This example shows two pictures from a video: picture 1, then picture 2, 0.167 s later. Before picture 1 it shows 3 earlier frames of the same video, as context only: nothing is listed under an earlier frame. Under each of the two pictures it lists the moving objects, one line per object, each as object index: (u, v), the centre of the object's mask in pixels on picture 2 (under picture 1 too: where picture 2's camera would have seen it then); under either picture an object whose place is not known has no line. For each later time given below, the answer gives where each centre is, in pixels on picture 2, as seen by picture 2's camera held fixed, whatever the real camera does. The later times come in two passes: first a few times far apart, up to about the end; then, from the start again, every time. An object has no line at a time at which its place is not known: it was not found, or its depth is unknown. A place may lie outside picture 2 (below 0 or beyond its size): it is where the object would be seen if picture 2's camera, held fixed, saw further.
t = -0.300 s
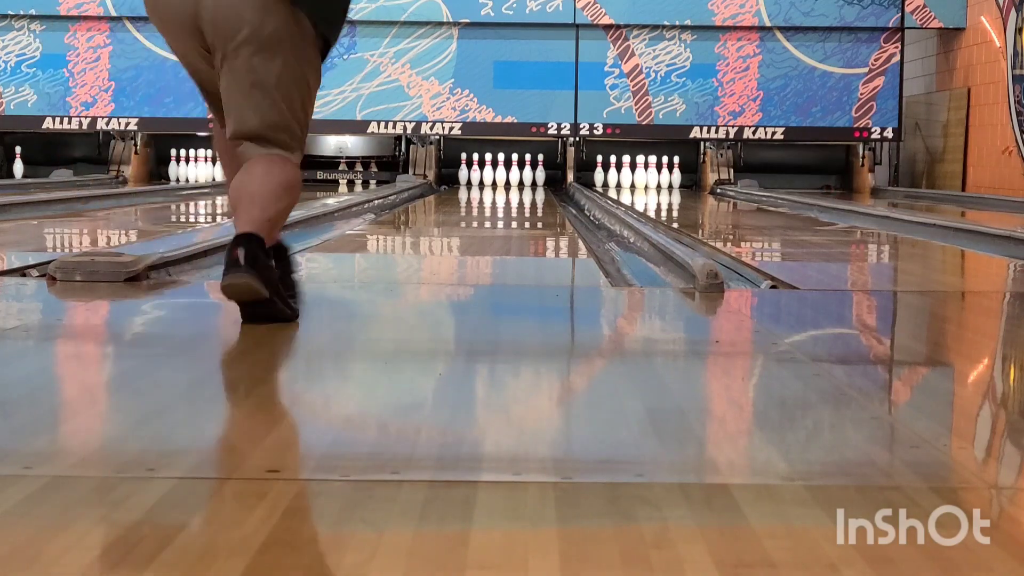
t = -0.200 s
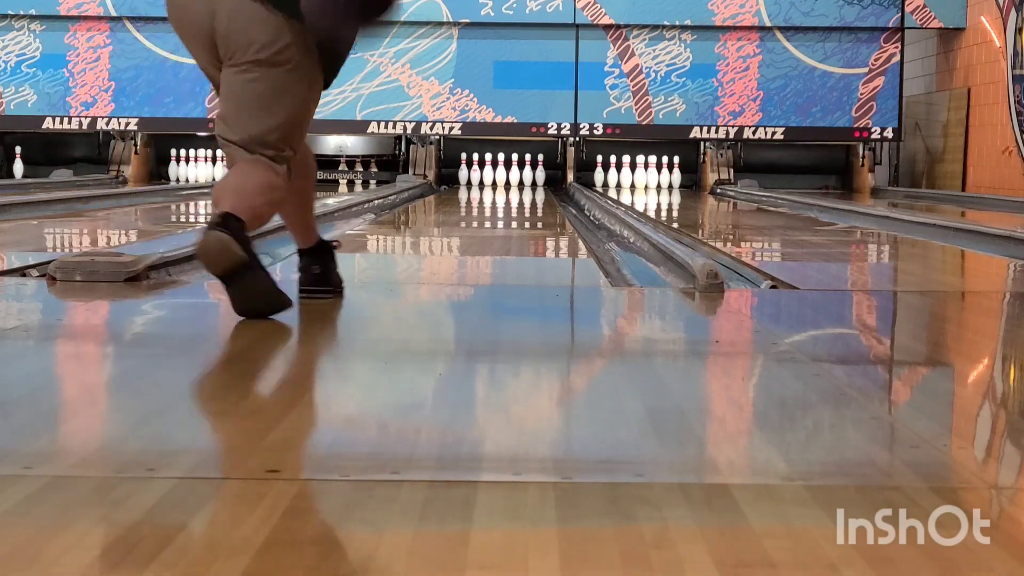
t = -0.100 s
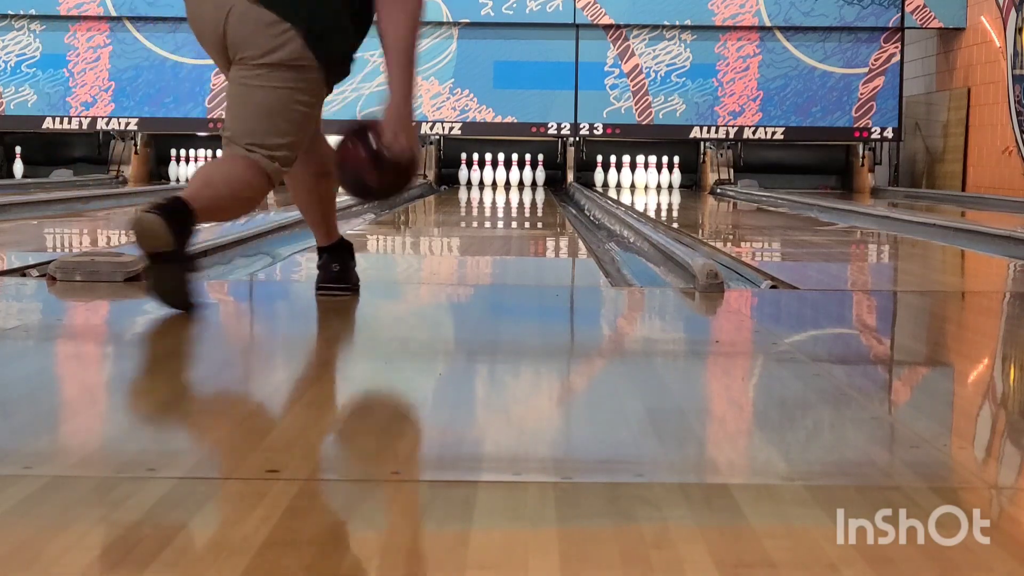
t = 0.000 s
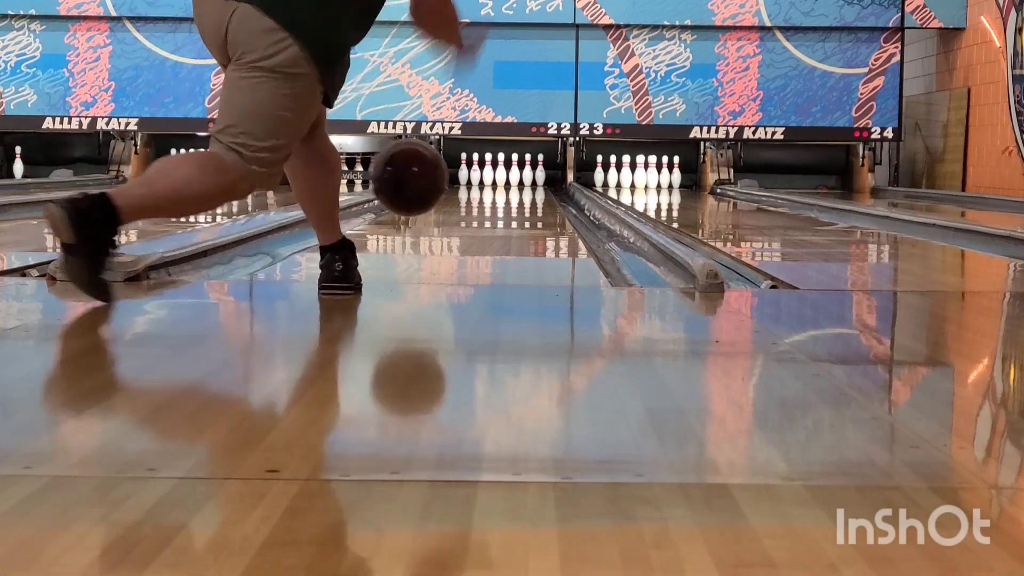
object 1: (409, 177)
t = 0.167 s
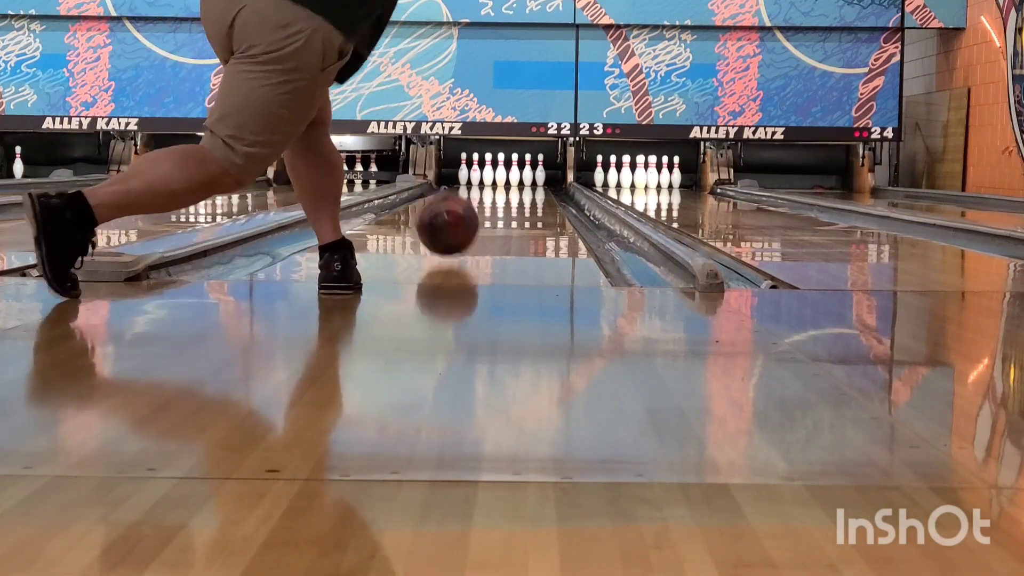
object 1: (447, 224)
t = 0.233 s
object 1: (459, 222)
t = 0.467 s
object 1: (489, 211)
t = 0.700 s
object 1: (508, 203)
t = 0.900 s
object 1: (519, 197)
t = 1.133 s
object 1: (527, 192)
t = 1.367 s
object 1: (532, 188)
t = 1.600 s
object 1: (533, 185)
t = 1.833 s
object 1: (531, 182)
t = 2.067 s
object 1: (525, 181)
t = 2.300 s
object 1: (516, 179)
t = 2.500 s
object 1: (505, 177)
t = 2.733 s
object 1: (497, 176)
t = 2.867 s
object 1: (495, 176)
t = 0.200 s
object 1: (453, 225)
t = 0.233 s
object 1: (459, 222)
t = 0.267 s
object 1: (464, 222)
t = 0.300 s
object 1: (469, 220)
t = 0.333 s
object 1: (474, 218)
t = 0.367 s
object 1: (478, 216)
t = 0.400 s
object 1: (482, 214)
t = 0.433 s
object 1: (486, 213)
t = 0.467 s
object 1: (489, 211)
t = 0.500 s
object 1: (493, 210)
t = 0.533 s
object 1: (495, 208)
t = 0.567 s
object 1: (498, 207)
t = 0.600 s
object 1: (501, 206)
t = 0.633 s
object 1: (503, 204)
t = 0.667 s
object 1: (506, 204)
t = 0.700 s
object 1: (508, 203)
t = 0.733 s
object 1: (510, 202)
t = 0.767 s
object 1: (512, 201)
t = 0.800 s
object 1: (514, 200)
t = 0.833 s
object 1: (516, 199)
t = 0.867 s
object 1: (517, 198)
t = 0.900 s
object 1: (519, 197)
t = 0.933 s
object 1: (520, 196)
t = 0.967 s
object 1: (521, 195)
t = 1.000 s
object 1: (523, 195)
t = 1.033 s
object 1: (524, 194)
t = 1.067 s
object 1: (525, 193)
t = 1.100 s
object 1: (526, 193)
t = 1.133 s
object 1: (527, 192)
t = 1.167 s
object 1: (528, 191)
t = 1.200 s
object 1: (529, 191)
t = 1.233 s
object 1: (530, 190)
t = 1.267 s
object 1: (531, 190)
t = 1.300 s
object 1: (531, 189)
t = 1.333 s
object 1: (532, 188)
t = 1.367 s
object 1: (532, 188)
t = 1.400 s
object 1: (532, 187)
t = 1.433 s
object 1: (533, 187)
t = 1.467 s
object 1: (533, 186)
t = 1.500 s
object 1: (533, 186)
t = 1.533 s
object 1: (533, 185)
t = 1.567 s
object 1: (533, 185)
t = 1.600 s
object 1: (533, 185)
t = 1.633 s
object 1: (533, 184)
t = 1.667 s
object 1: (533, 184)
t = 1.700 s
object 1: (533, 184)
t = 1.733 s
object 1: (532, 183)
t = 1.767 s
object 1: (532, 183)
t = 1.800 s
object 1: (531, 183)
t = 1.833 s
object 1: (531, 182)
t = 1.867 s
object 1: (530, 182)
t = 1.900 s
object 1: (530, 182)
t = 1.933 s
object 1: (529, 182)
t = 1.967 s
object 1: (528, 181)
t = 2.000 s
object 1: (527, 181)
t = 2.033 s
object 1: (526, 181)
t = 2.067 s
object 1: (525, 181)
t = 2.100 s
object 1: (524, 180)
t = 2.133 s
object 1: (523, 180)
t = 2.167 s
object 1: (521, 180)
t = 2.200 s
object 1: (520, 180)
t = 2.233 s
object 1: (519, 179)
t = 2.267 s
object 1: (517, 179)
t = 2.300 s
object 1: (516, 179)
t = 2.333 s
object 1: (514, 179)
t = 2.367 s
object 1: (512, 179)
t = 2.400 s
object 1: (510, 178)
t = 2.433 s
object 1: (509, 178)
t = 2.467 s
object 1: (507, 178)
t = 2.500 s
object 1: (505, 177)
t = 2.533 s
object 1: (505, 177)
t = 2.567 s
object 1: (504, 177)
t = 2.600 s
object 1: (503, 177)
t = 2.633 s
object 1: (501, 177)
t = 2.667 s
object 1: (500, 177)
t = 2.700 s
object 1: (498, 177)
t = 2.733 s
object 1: (497, 176)
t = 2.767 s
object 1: (495, 176)
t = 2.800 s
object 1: (494, 176)
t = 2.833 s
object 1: (494, 176)
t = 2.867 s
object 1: (495, 176)
